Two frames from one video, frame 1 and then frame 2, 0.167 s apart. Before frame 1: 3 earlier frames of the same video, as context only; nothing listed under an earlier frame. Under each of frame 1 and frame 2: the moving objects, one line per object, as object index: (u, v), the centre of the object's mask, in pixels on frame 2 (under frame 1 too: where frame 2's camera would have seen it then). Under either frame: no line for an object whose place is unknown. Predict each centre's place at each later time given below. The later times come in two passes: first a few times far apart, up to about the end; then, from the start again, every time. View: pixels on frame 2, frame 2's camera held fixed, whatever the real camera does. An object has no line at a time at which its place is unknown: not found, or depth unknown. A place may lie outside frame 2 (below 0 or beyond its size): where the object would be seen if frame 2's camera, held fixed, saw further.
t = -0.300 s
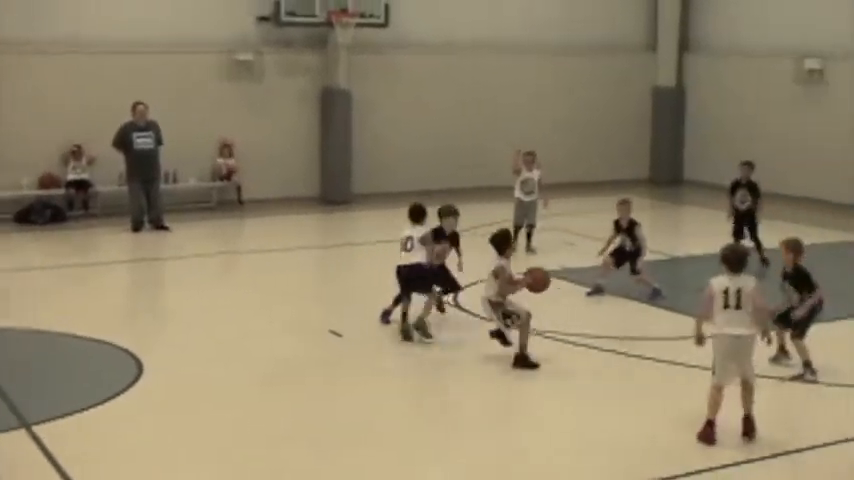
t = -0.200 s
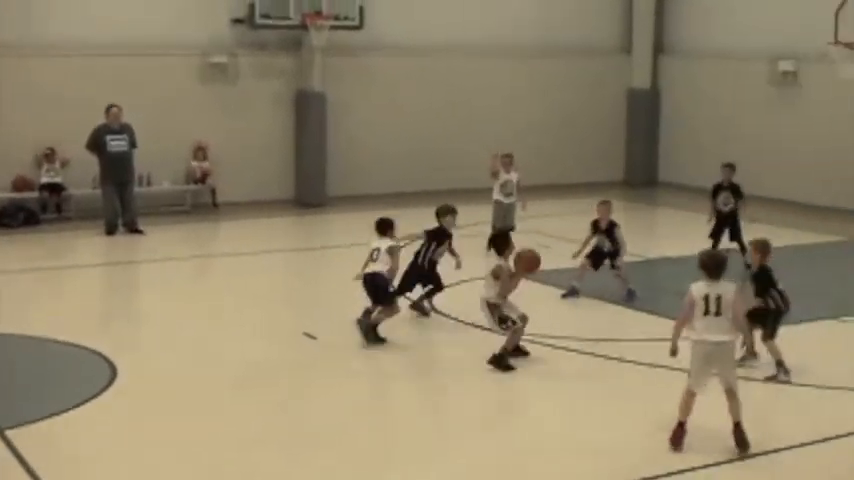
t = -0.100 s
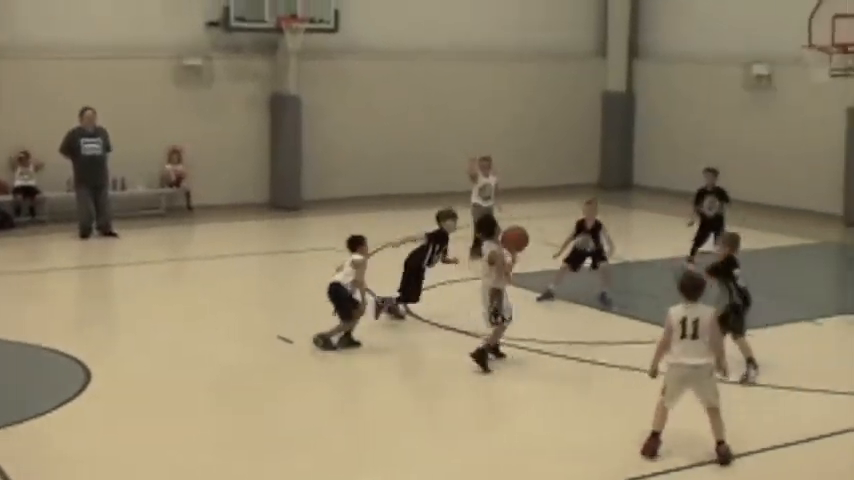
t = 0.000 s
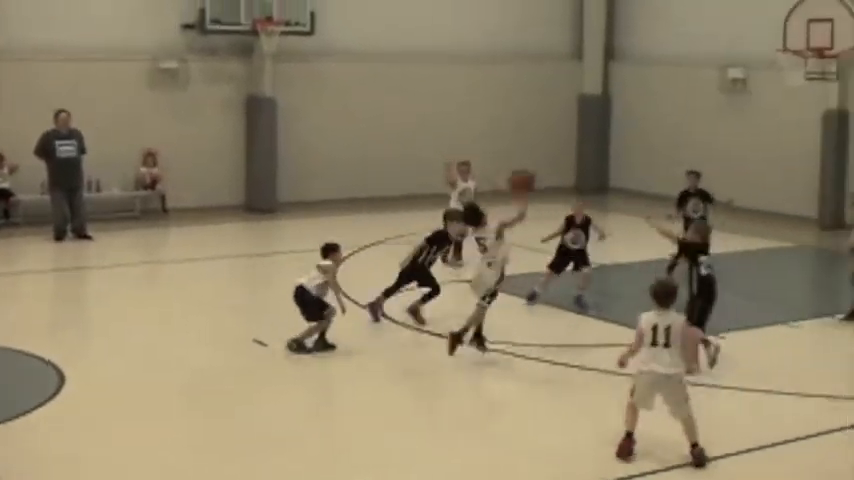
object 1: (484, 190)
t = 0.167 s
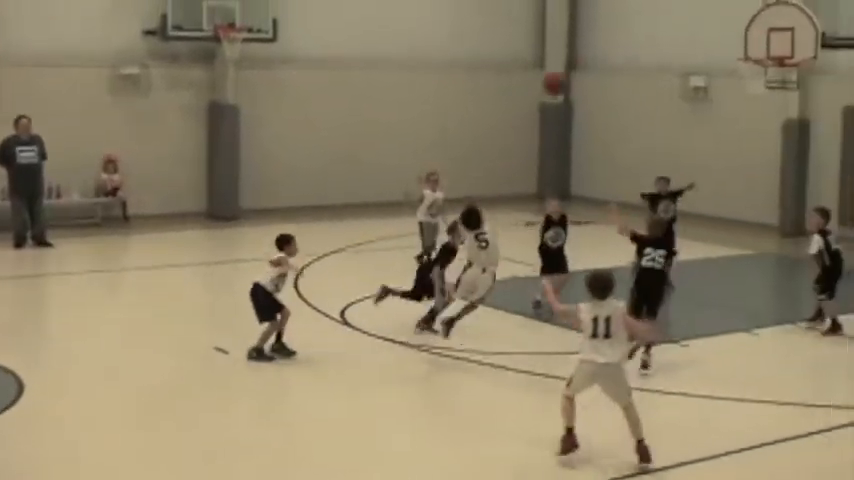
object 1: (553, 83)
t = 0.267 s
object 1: (592, 41)
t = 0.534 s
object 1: (680, -9)
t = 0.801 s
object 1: (749, 12)
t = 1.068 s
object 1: (799, 48)
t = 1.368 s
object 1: (787, 80)
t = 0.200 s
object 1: (568, 68)
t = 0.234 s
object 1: (582, 55)
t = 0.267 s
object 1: (592, 41)
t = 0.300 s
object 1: (604, 30)
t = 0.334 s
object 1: (616, 21)
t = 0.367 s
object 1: (627, 13)
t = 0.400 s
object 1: (638, 6)
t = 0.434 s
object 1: (649, 1)
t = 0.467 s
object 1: (659, -4)
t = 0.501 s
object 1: (670, -7)
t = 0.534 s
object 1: (680, -9)
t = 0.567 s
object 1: (690, -9)
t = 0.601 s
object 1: (698, -9)
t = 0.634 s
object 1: (708, -8)
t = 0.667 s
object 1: (716, -6)
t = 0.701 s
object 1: (725, -3)
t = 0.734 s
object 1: (733, 2)
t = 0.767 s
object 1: (742, 7)
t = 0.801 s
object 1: (749, 12)
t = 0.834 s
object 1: (756, 20)
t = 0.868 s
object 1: (765, 27)
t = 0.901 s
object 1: (771, 36)
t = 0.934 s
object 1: (778, 46)
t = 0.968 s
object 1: (786, 51)
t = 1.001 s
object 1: (796, 50)
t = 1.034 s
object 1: (800, 49)
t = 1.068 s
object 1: (799, 48)
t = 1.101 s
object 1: (798, 47)
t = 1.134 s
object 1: (797, 48)
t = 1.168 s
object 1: (795, 49)
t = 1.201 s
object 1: (795, 52)
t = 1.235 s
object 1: (793, 56)
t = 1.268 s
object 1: (792, 59)
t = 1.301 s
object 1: (791, 66)
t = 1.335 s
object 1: (788, 73)
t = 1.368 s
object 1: (787, 80)
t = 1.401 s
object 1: (786, 87)
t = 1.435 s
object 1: (783, 98)
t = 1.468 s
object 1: (782, 107)
